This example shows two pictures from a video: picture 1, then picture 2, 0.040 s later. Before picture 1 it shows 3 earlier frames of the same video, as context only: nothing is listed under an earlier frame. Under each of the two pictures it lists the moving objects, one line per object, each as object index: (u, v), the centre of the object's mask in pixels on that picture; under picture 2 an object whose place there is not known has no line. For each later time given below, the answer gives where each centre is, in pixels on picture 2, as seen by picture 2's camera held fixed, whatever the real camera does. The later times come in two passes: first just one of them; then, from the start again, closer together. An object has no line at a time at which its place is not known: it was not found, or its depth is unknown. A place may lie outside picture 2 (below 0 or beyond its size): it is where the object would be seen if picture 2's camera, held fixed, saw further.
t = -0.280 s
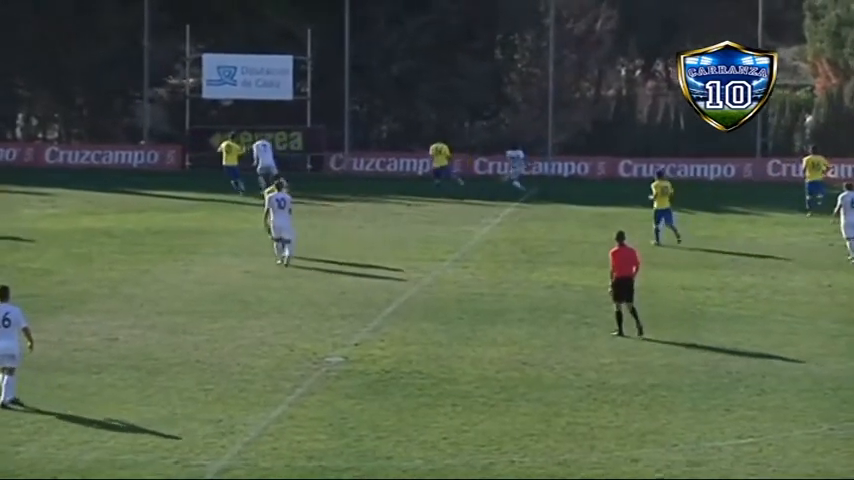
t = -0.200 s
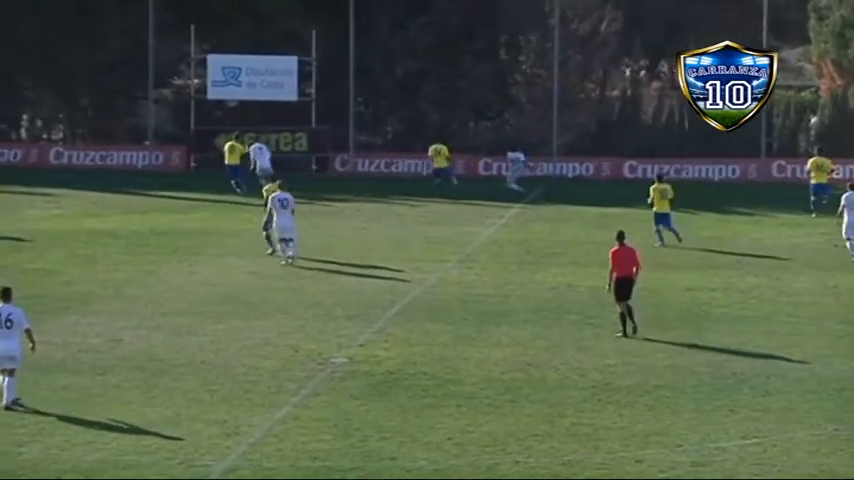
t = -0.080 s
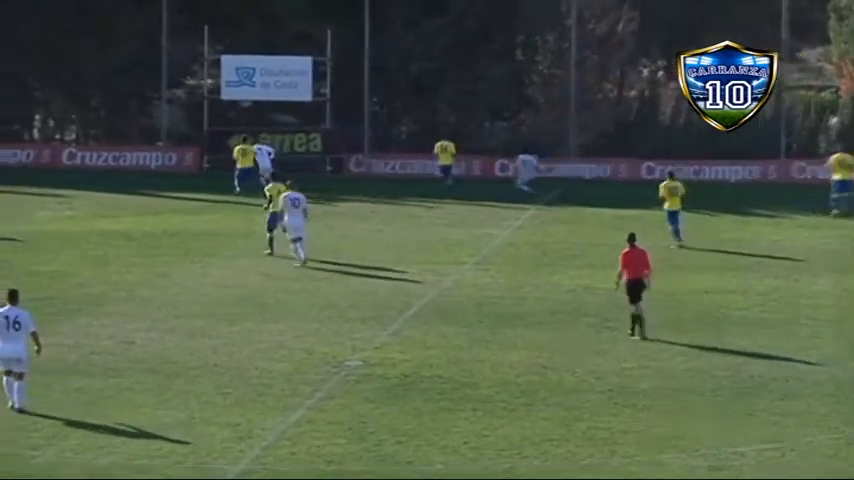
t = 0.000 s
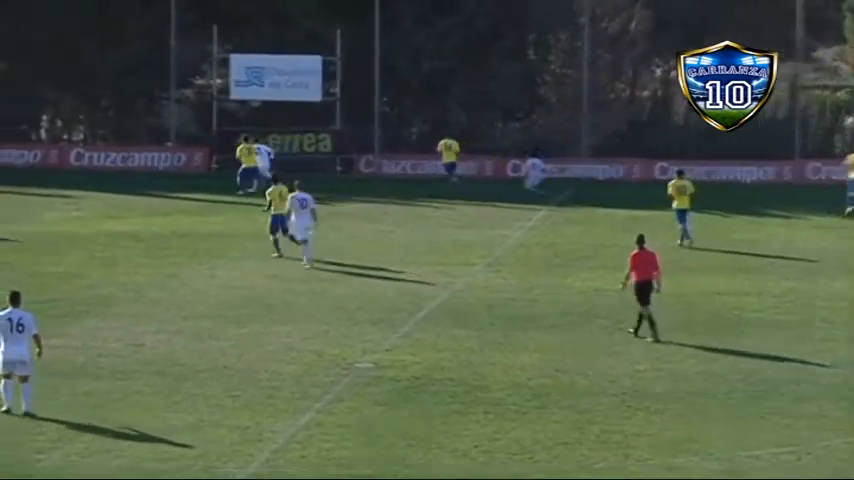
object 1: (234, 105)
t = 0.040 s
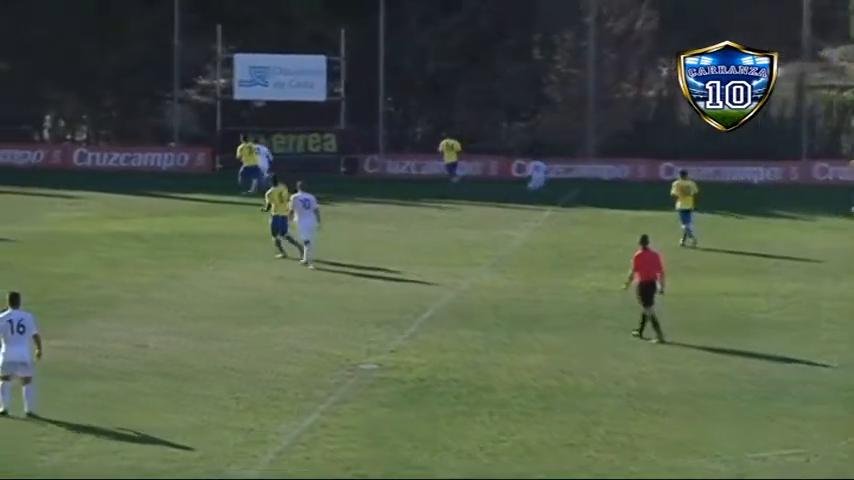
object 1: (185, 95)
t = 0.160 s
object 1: (112, 81)
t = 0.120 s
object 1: (144, 87)
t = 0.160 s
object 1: (112, 81)
